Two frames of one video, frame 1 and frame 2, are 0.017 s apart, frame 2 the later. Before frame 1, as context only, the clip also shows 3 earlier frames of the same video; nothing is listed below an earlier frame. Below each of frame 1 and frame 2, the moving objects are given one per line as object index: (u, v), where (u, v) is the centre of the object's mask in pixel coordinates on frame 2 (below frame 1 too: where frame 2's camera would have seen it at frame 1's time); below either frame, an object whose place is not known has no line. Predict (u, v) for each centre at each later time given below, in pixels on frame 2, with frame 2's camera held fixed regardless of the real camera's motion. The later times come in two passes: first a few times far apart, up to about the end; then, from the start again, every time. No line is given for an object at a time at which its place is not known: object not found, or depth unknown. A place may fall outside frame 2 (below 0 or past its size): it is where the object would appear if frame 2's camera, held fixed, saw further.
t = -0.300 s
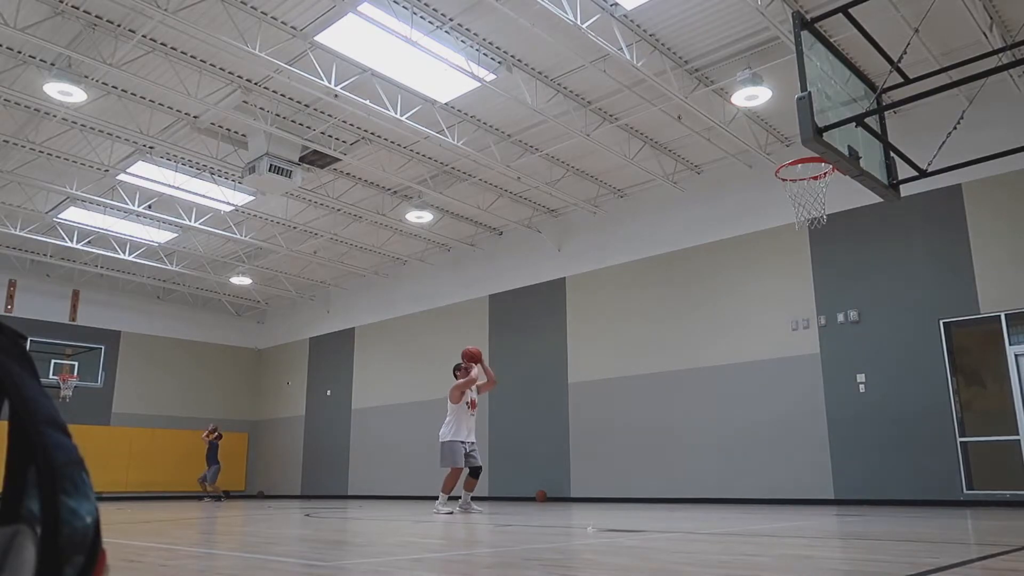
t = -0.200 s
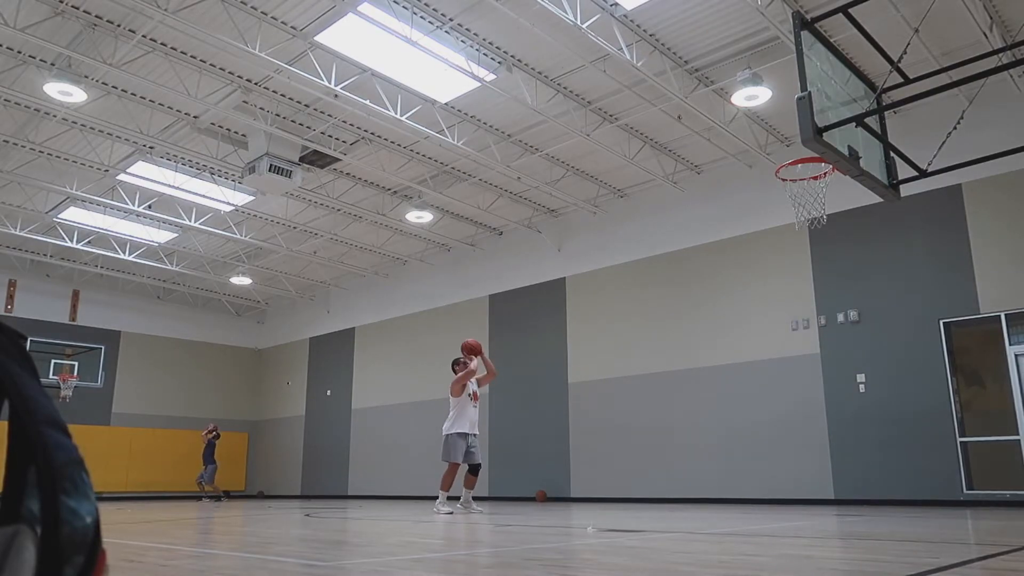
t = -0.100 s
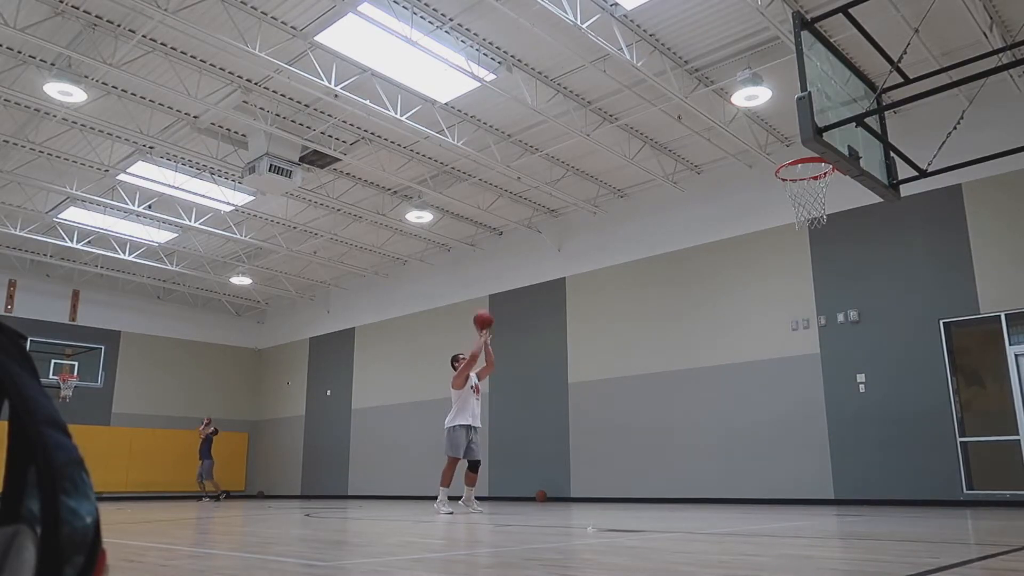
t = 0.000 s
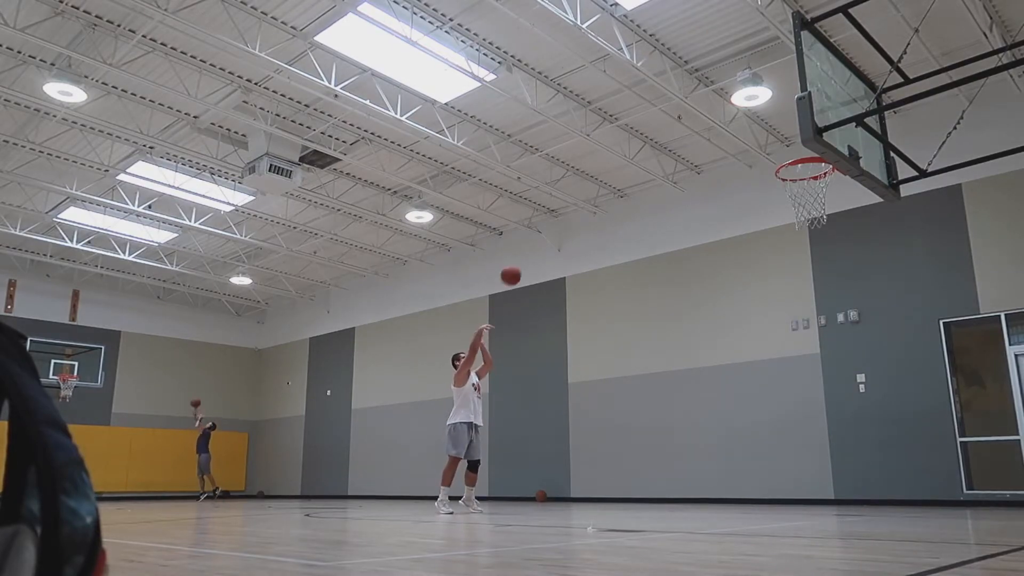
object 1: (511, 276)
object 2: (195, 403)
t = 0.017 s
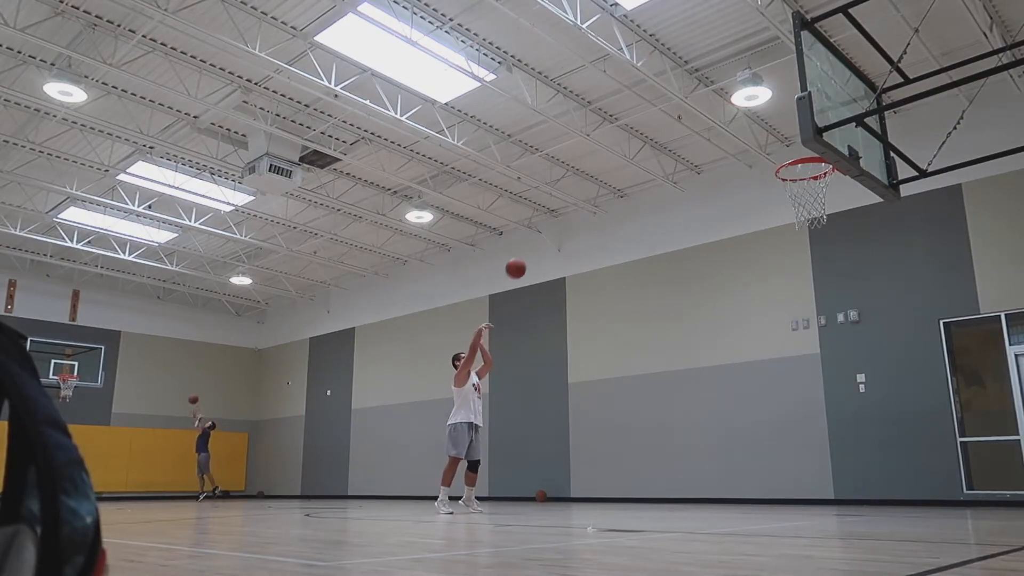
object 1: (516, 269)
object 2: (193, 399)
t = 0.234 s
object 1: (582, 194)
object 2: (164, 368)
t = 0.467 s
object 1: (663, 149)
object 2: (132, 355)
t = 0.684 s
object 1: (757, 147)
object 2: (101, 362)
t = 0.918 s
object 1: (808, 206)
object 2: (98, 382)
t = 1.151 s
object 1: (786, 234)
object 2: (130, 413)
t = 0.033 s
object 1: (520, 262)
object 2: (191, 396)
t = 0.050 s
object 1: (525, 256)
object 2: (189, 393)
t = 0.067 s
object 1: (530, 249)
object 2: (187, 390)
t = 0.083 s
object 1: (535, 243)
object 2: (184, 388)
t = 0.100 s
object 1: (540, 237)
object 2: (182, 385)
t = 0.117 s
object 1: (545, 231)
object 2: (180, 383)
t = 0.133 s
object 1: (550, 225)
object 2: (178, 380)
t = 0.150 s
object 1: (555, 219)
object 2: (175, 377)
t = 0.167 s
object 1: (560, 214)
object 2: (173, 375)
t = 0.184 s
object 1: (565, 209)
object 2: (171, 373)
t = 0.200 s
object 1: (571, 204)
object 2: (169, 371)
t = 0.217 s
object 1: (576, 199)
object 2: (166, 369)
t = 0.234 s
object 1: (582, 194)
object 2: (164, 368)
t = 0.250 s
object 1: (587, 190)
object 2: (162, 366)
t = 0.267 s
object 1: (592, 186)
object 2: (160, 364)
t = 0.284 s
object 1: (598, 181)
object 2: (157, 363)
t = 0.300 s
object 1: (604, 177)
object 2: (155, 362)
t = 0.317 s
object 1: (609, 174)
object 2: (153, 360)
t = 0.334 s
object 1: (614, 170)
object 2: (150, 359)
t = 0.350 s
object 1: (620, 167)
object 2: (148, 357)
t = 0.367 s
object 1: (626, 163)
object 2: (146, 357)
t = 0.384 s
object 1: (632, 160)
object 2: (143, 357)
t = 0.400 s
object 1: (638, 158)
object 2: (141, 356)
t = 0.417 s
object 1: (644, 155)
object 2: (139, 356)
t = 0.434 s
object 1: (651, 153)
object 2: (137, 355)
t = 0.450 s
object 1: (657, 151)
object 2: (134, 355)
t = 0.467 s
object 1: (663, 149)
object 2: (132, 355)
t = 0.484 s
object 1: (670, 147)
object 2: (130, 355)
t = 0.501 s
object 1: (676, 146)
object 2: (128, 355)
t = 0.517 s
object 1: (683, 145)
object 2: (125, 355)
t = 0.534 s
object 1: (690, 144)
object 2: (123, 355)
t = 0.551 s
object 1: (697, 143)
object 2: (121, 356)
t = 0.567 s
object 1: (704, 143)
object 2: (118, 356)
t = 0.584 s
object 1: (711, 142)
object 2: (116, 356)
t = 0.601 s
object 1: (718, 143)
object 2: (113, 357)
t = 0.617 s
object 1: (726, 143)
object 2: (111, 358)
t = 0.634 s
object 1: (733, 144)
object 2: (109, 359)
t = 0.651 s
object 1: (741, 145)
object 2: (106, 360)
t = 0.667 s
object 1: (749, 145)
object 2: (104, 362)
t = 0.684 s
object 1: (757, 147)
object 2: (101, 362)
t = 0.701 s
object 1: (764, 149)
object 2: (98, 364)
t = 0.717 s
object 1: (773, 150)
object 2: (96, 365)
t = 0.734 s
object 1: (781, 152)
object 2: (93, 367)
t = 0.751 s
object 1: (789, 152)
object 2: (91, 369)
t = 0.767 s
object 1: (798, 158)
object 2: (89, 370)
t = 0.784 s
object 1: (808, 163)
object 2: (86, 372)
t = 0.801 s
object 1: (813, 171)
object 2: (83, 374)
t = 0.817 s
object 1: (812, 174)
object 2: (83, 375)
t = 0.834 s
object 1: (813, 181)
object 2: (86, 376)
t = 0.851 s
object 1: (813, 188)
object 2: (88, 377)
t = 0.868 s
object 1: (812, 196)
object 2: (90, 378)
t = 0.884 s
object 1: (812, 202)
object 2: (93, 379)
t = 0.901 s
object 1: (810, 205)
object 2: (95, 381)
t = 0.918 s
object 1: (808, 206)
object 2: (98, 382)
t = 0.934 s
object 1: (806, 208)
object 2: (100, 384)
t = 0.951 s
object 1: (804, 209)
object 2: (103, 385)
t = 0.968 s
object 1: (803, 210)
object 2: (105, 387)
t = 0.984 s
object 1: (800, 210)
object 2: (108, 388)
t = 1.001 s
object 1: (799, 212)
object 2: (110, 390)
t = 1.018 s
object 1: (797, 213)
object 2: (112, 393)
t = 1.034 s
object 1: (796, 214)
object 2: (114, 395)
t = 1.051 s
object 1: (795, 216)
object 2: (117, 397)
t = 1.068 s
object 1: (793, 219)
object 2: (119, 399)
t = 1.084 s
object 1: (792, 221)
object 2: (121, 402)
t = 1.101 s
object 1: (790, 224)
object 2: (123, 404)
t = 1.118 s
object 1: (789, 227)
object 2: (126, 407)
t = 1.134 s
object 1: (788, 230)
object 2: (128, 410)
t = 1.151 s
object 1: (786, 234)
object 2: (130, 413)
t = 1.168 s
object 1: (785, 238)
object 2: (132, 416)
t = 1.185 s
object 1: (784, 242)
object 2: (134, 419)
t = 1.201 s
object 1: (783, 246)
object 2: (136, 422)
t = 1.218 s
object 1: (782, 251)
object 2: (139, 426)
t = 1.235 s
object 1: (780, 256)
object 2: (141, 430)
